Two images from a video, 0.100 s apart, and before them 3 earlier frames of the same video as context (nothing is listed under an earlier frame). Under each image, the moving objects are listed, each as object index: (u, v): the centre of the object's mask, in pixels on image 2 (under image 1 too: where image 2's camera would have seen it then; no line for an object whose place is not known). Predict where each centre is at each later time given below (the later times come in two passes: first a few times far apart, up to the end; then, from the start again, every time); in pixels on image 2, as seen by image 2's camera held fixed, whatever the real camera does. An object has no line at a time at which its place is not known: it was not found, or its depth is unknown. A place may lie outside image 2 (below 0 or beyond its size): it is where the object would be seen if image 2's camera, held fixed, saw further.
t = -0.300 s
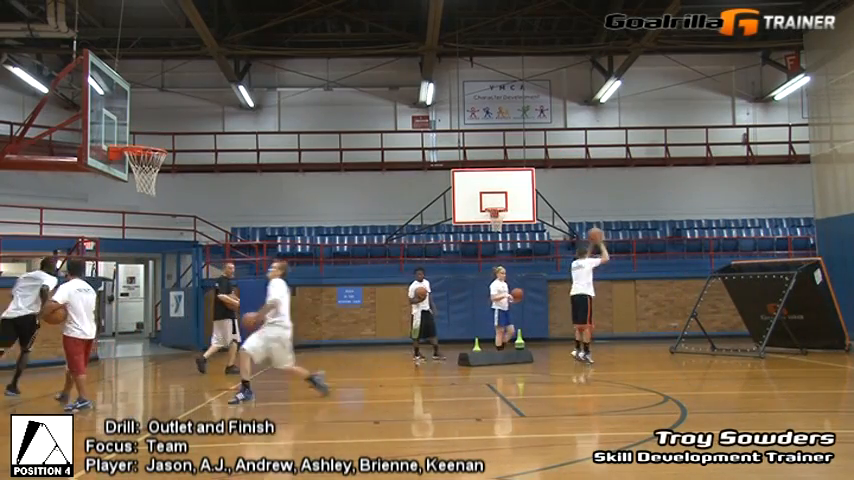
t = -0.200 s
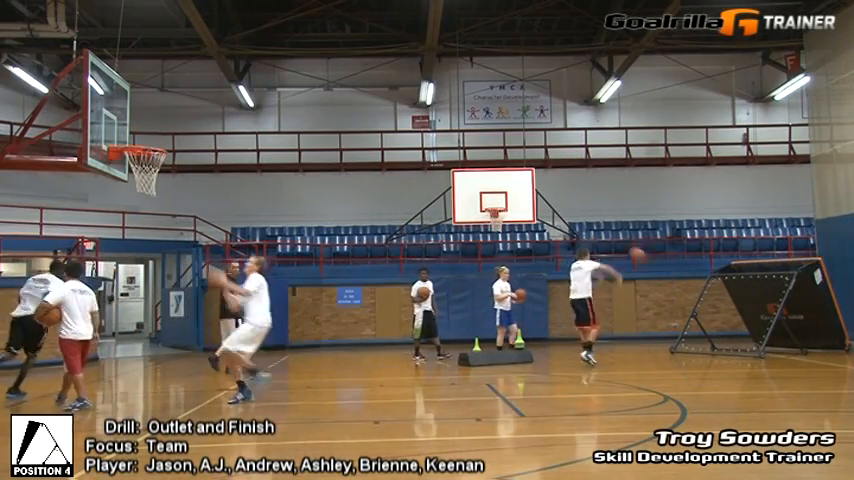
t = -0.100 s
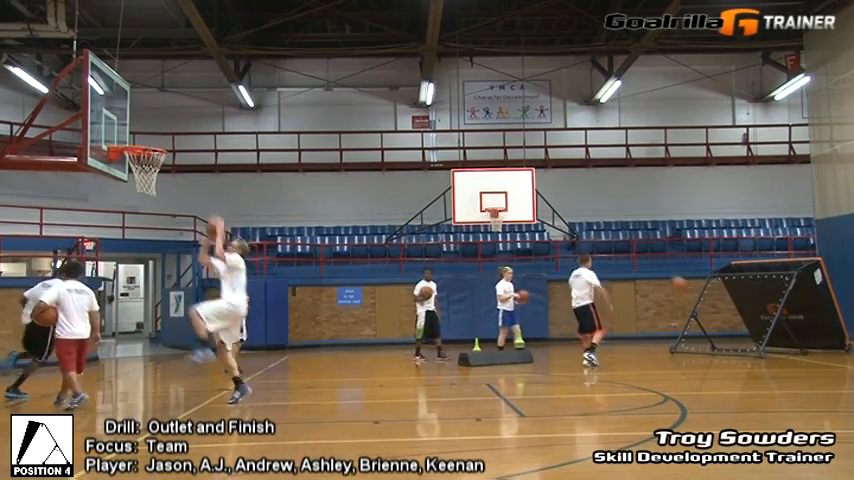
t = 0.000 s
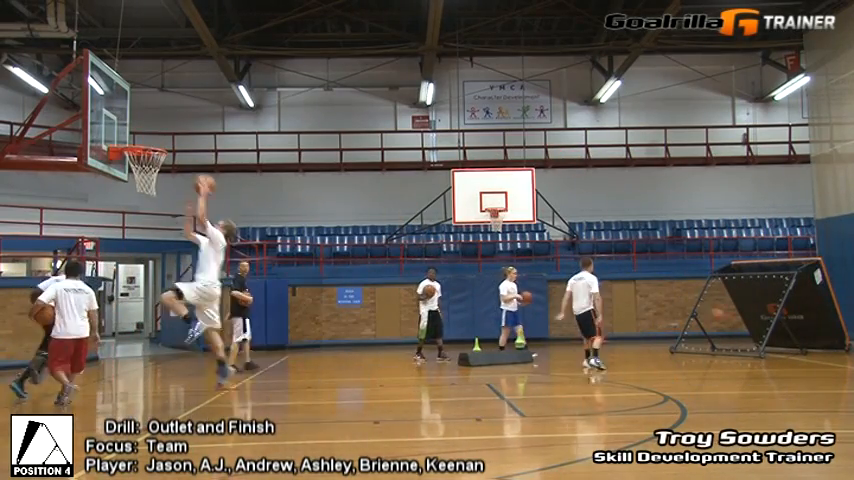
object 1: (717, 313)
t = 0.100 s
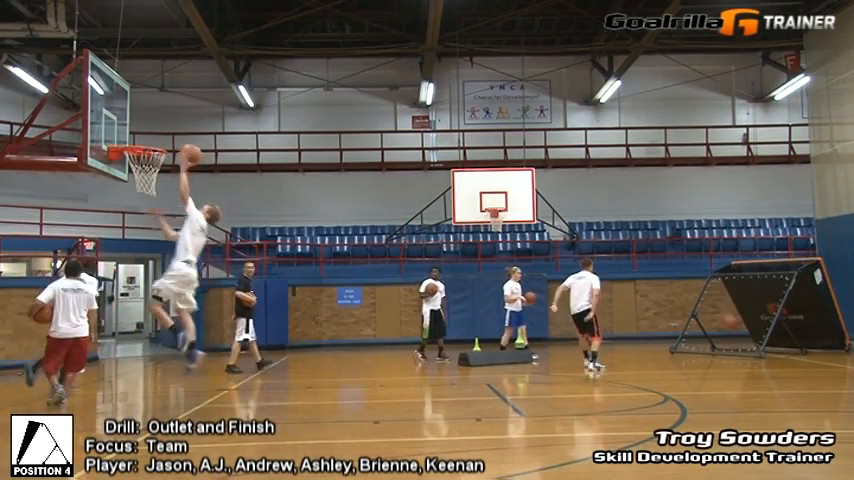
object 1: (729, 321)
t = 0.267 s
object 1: (685, 265)
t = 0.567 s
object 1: (603, 195)
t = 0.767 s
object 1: (543, 172)
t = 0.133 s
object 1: (719, 308)
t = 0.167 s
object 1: (712, 297)
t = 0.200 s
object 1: (702, 283)
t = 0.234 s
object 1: (694, 274)
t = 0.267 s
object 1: (685, 265)
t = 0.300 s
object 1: (677, 256)
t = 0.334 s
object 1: (667, 247)
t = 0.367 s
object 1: (659, 238)
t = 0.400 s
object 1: (649, 230)
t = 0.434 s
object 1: (641, 221)
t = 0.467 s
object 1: (631, 214)
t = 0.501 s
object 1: (622, 207)
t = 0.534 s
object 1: (613, 201)
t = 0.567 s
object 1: (603, 195)
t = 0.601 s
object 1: (594, 189)
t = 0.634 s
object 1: (584, 184)
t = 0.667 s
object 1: (574, 181)
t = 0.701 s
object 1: (564, 177)
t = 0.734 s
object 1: (552, 174)
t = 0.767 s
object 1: (543, 172)
